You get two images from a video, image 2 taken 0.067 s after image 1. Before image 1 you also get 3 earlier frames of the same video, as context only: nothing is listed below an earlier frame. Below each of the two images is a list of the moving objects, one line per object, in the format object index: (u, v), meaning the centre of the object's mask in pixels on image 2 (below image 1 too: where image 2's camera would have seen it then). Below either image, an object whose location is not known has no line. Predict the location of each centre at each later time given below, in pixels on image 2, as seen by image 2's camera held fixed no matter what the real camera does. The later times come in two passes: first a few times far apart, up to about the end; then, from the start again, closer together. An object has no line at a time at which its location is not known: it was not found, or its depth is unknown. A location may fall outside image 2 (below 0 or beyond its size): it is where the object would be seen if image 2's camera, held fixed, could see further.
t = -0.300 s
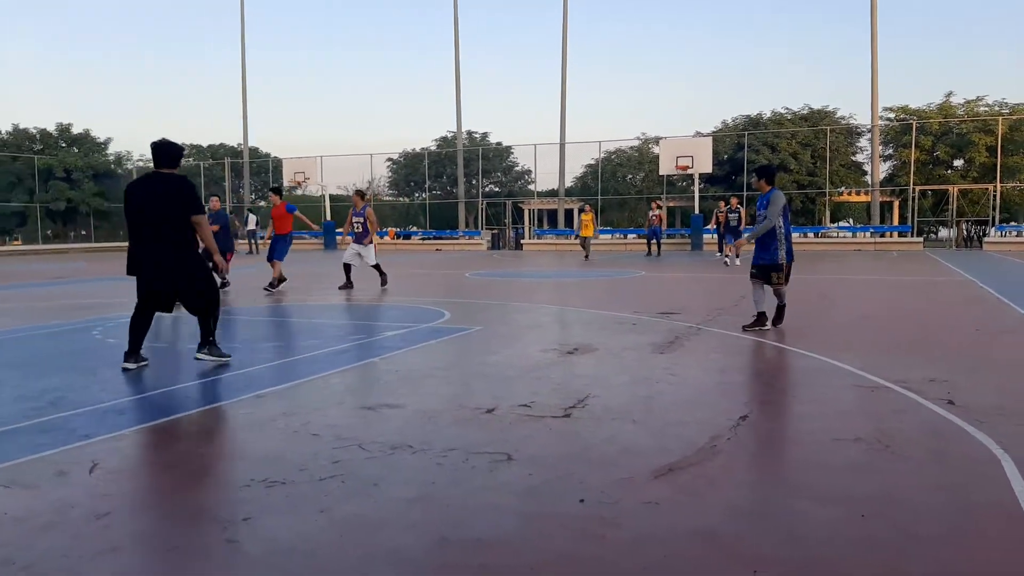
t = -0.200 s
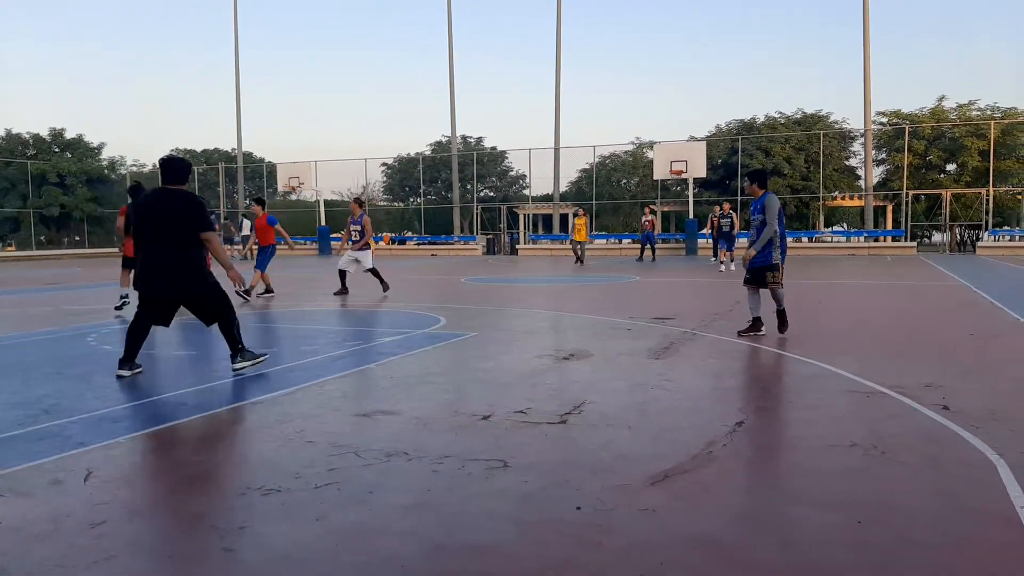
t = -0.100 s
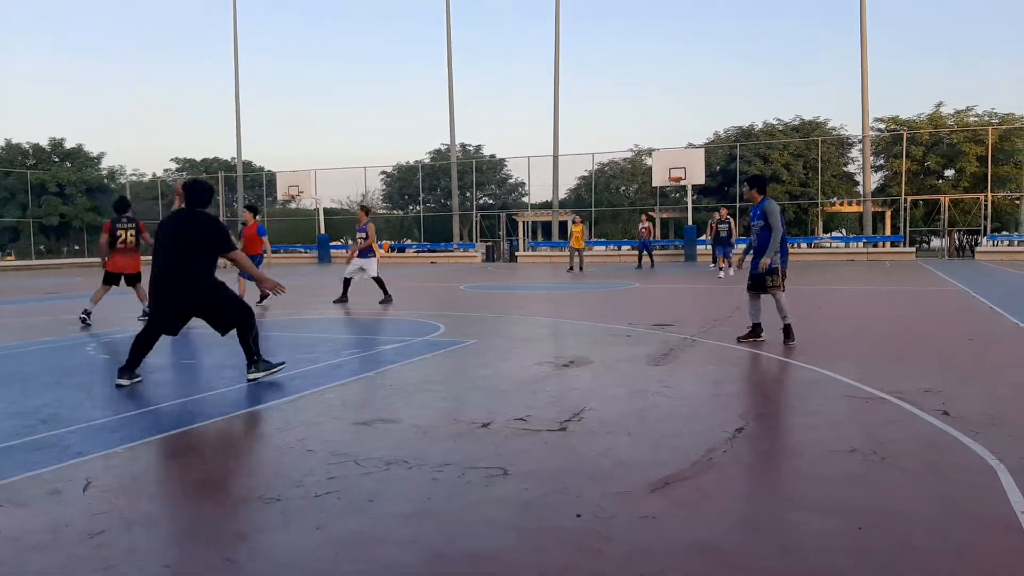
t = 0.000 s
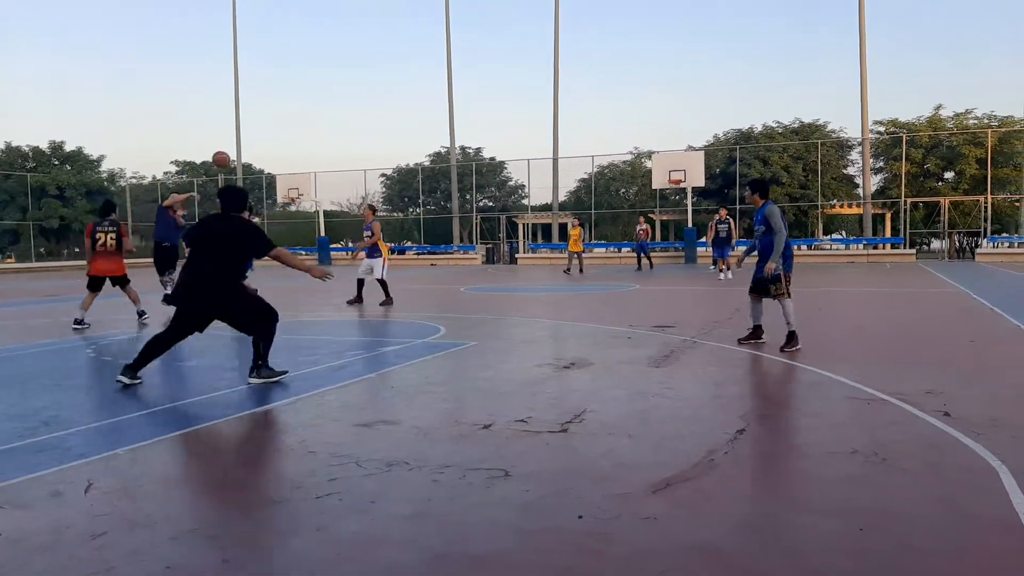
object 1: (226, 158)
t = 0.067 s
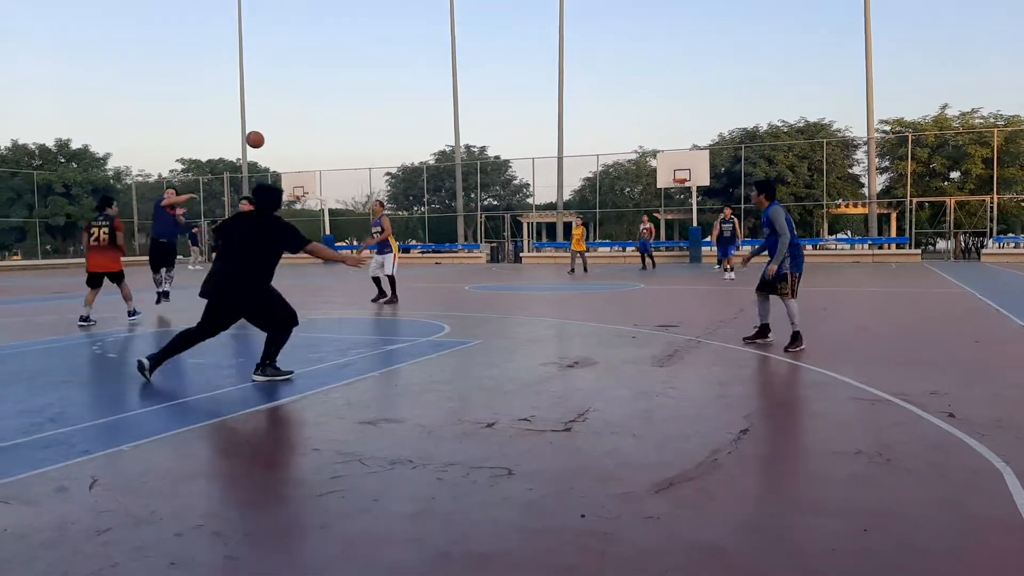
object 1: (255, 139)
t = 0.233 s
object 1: (336, 104)
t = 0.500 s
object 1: (499, 88)
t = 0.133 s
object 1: (286, 124)
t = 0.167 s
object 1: (302, 117)
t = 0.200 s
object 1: (319, 110)
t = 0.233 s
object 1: (336, 104)
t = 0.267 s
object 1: (354, 99)
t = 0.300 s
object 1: (373, 95)
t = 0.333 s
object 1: (393, 92)
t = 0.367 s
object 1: (413, 89)
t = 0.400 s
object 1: (433, 88)
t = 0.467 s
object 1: (476, 87)
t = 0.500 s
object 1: (499, 88)
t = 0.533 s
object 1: (523, 91)
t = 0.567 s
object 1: (547, 93)
